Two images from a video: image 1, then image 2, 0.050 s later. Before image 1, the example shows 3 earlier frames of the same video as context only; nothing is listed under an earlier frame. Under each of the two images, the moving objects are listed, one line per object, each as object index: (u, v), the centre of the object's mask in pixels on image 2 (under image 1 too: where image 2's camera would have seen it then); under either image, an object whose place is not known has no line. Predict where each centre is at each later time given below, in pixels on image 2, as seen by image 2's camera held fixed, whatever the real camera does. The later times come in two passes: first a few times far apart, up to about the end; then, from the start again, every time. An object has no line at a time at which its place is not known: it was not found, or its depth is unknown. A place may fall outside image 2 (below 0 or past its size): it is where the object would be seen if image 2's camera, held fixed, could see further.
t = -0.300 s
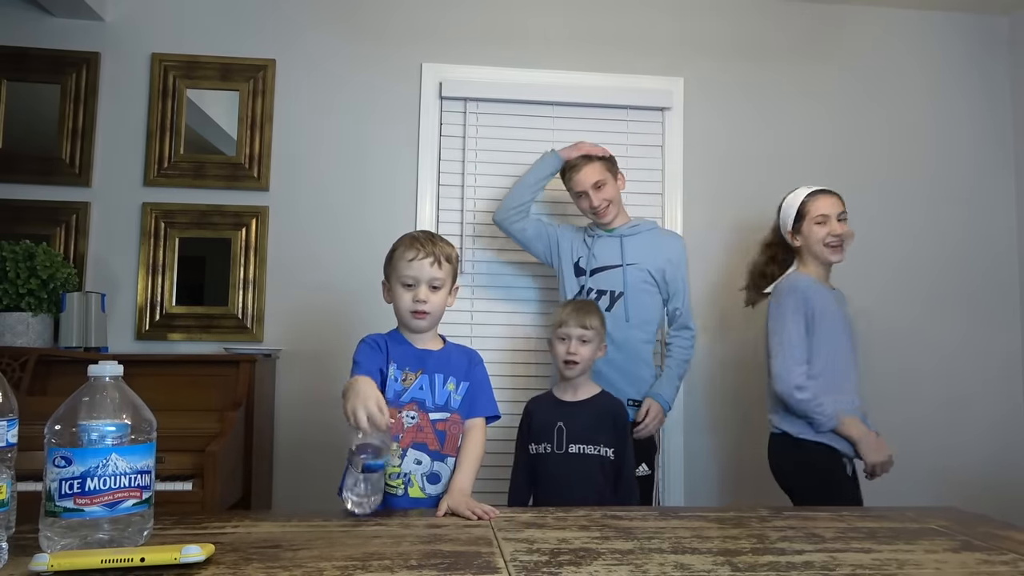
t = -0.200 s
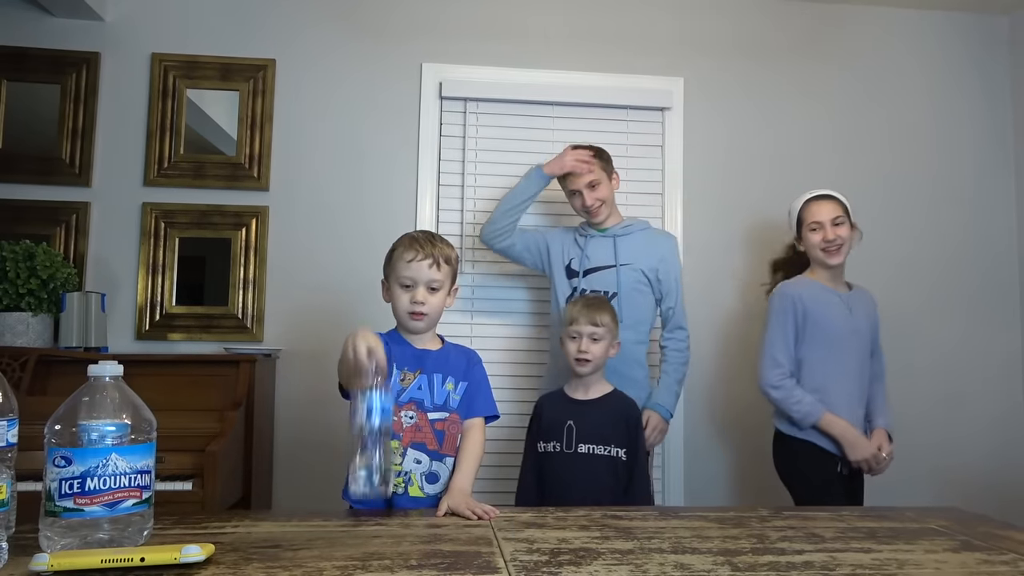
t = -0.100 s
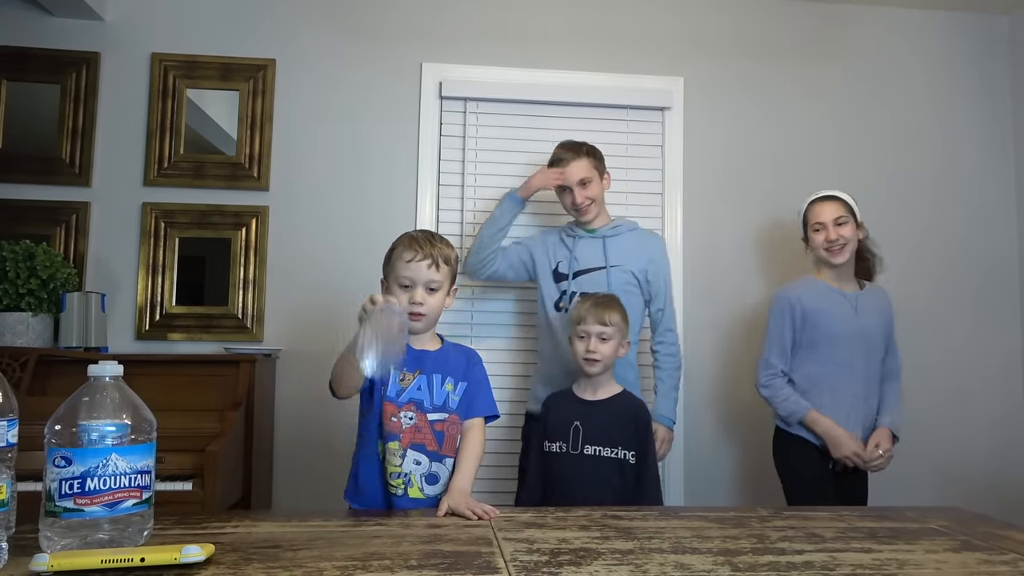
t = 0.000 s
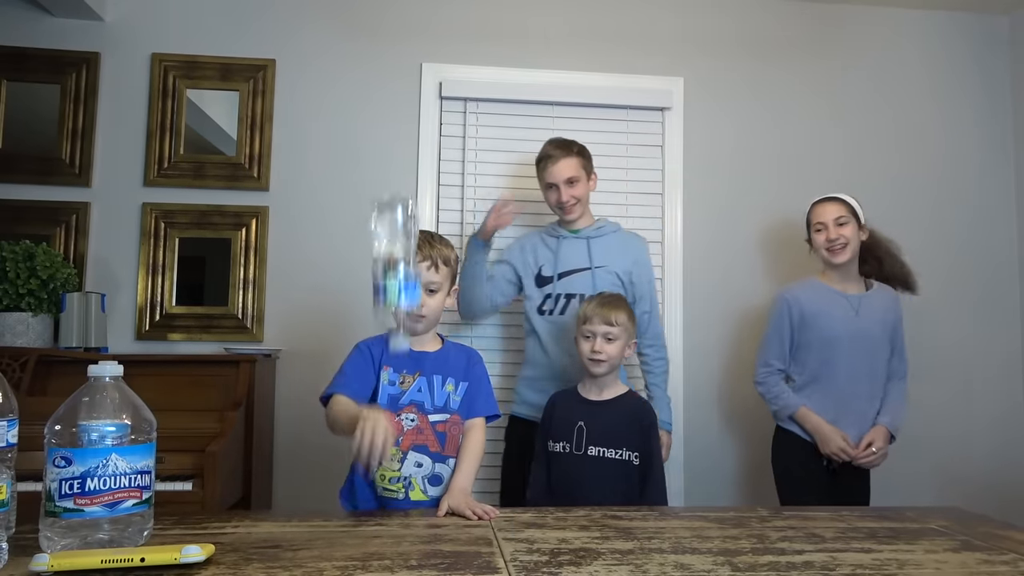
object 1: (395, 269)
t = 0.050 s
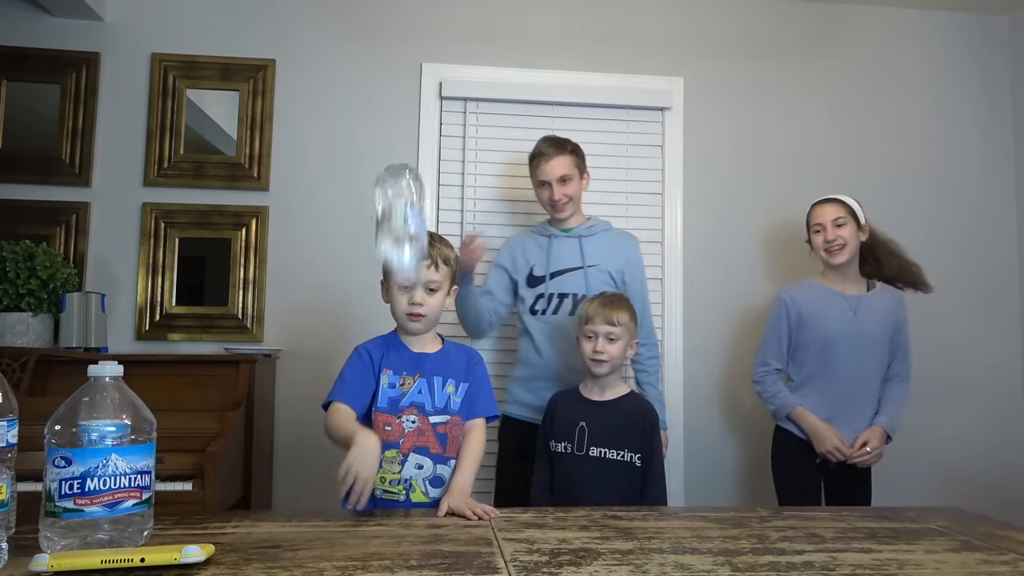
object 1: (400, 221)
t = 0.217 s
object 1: (414, 196)
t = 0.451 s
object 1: (428, 503)
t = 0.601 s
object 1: (433, 508)
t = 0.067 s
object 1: (402, 207)
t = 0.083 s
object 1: (405, 189)
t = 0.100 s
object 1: (406, 178)
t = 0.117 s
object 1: (407, 168)
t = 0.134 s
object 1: (409, 164)
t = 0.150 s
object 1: (410, 164)
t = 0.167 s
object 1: (411, 168)
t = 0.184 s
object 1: (411, 174)
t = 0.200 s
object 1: (412, 184)
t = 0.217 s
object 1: (414, 196)
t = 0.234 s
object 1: (415, 213)
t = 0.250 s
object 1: (416, 228)
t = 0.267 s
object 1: (417, 251)
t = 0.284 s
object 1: (419, 272)
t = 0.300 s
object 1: (421, 297)
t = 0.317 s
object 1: (422, 323)
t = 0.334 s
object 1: (424, 348)
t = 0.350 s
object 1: (424, 382)
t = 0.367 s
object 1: (425, 422)
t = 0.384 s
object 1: (427, 461)
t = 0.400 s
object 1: (427, 499)
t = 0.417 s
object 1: (427, 503)
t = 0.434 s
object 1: (427, 502)
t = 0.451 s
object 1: (428, 503)
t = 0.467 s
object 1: (429, 502)
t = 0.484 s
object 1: (430, 503)
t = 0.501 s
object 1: (431, 503)
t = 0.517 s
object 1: (431, 503)
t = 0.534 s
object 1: (432, 504)
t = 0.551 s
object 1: (432, 503)
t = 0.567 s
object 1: (432, 503)
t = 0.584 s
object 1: (432, 504)
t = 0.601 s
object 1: (433, 508)
